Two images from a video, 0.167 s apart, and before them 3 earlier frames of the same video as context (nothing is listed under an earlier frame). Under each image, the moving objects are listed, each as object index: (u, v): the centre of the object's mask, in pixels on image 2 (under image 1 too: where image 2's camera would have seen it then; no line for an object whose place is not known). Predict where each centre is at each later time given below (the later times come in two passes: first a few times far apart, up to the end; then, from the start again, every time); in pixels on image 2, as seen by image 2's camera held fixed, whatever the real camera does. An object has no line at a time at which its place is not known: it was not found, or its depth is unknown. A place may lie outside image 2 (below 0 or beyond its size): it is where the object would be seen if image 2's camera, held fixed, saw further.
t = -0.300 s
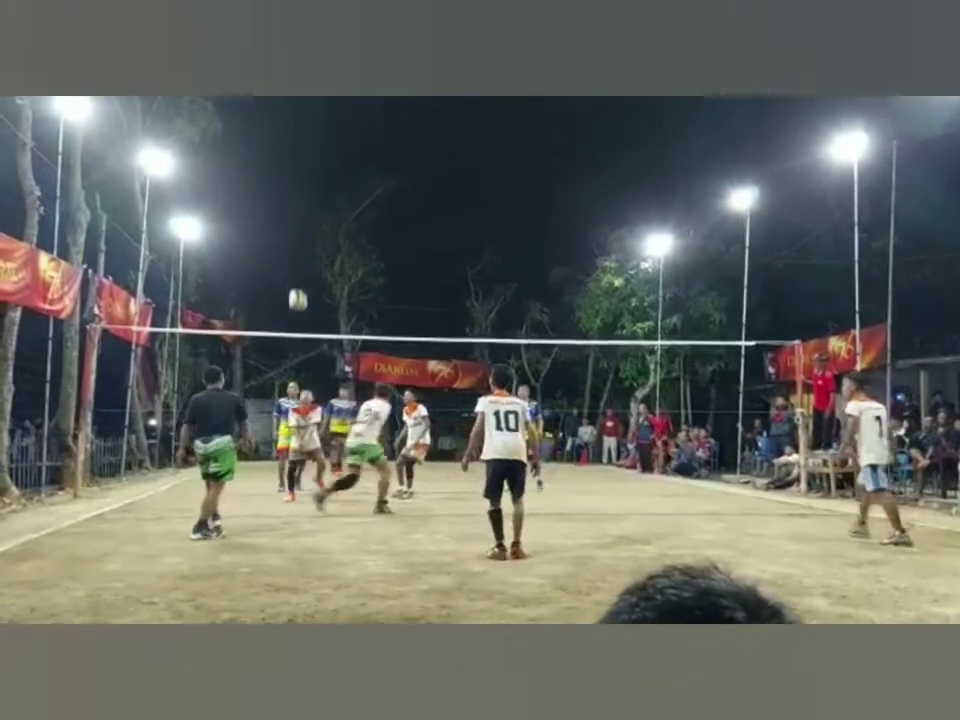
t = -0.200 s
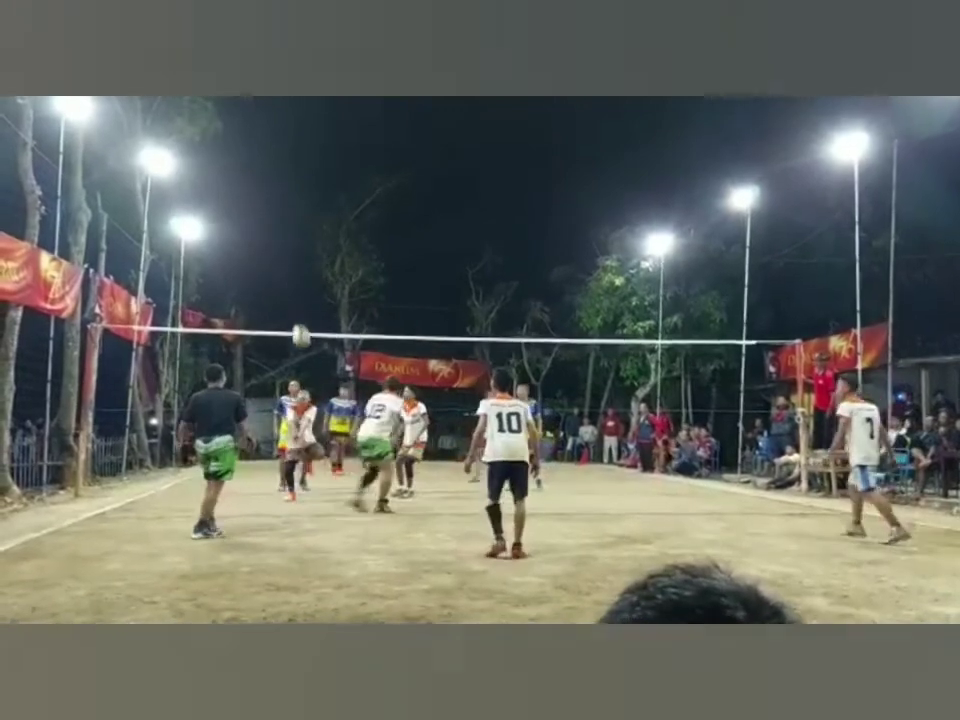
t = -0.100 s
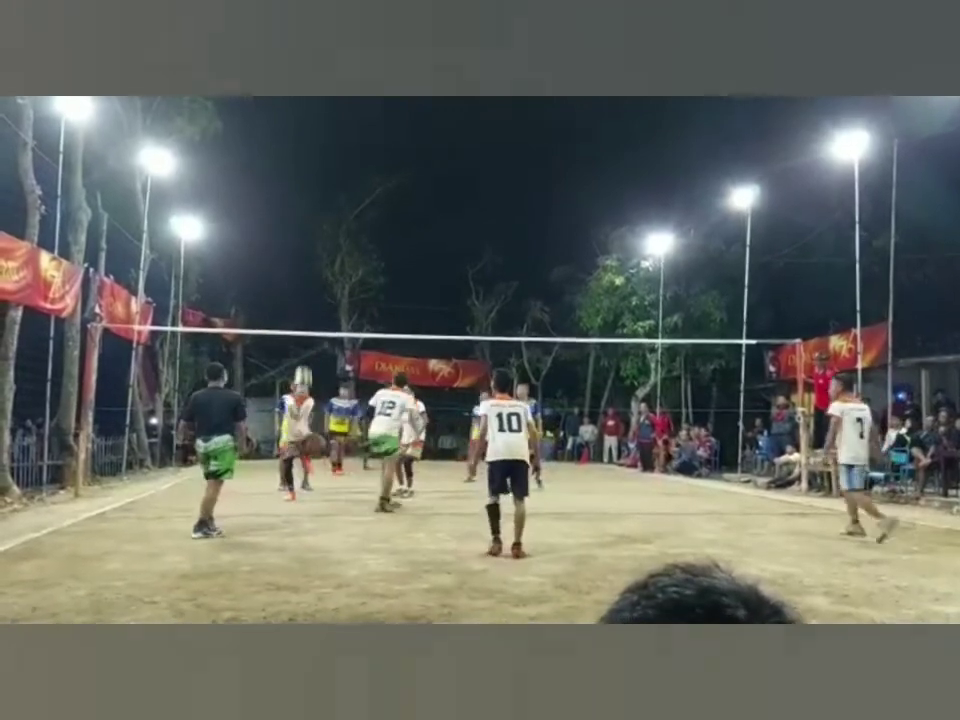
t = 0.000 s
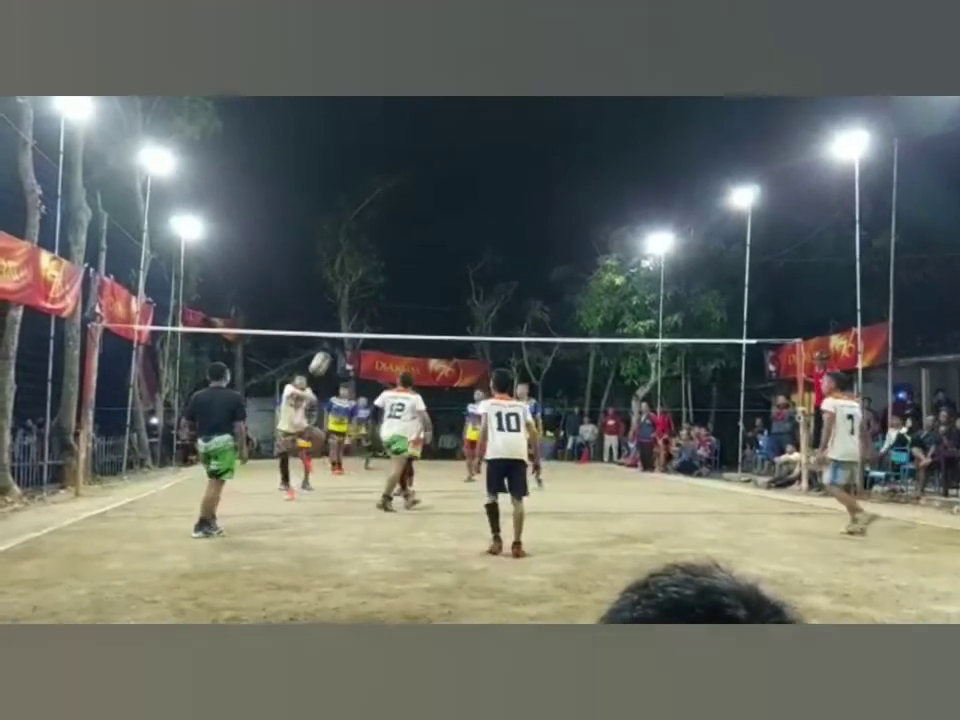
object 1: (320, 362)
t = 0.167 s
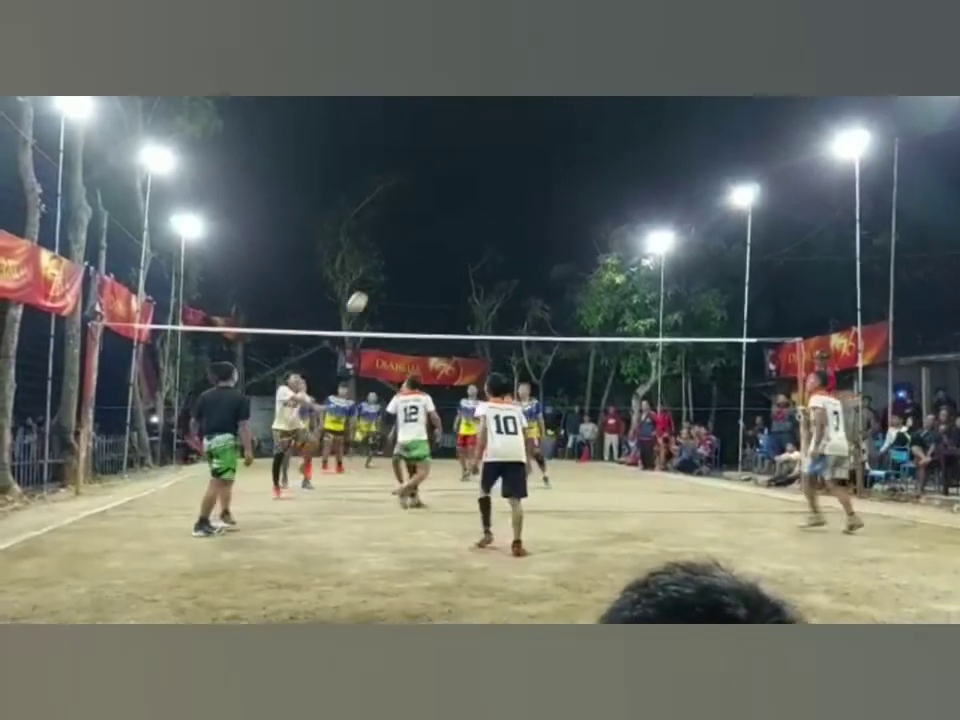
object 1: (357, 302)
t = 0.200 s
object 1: (364, 293)
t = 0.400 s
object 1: (406, 254)
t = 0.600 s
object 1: (445, 244)
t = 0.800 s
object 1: (483, 263)
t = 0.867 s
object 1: (494, 275)
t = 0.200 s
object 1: (364, 293)
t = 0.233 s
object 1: (371, 285)
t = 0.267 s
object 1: (378, 277)
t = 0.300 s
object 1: (385, 270)
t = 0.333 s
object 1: (392, 264)
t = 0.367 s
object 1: (399, 259)
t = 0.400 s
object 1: (406, 254)
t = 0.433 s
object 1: (412, 251)
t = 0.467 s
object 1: (419, 248)
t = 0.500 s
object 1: (426, 246)
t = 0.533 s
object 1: (432, 245)
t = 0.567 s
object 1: (438, 244)
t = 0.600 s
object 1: (445, 244)
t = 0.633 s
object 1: (451, 246)
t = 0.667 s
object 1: (457, 247)
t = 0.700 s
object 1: (464, 250)
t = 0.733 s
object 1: (470, 254)
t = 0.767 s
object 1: (476, 258)
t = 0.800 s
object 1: (483, 263)
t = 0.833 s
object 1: (488, 269)
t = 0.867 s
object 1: (494, 275)
